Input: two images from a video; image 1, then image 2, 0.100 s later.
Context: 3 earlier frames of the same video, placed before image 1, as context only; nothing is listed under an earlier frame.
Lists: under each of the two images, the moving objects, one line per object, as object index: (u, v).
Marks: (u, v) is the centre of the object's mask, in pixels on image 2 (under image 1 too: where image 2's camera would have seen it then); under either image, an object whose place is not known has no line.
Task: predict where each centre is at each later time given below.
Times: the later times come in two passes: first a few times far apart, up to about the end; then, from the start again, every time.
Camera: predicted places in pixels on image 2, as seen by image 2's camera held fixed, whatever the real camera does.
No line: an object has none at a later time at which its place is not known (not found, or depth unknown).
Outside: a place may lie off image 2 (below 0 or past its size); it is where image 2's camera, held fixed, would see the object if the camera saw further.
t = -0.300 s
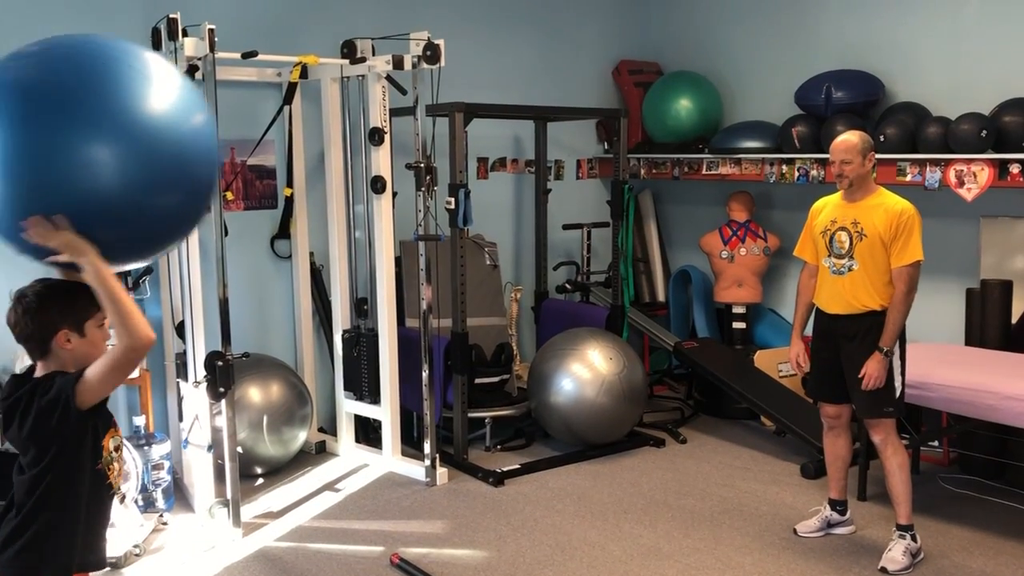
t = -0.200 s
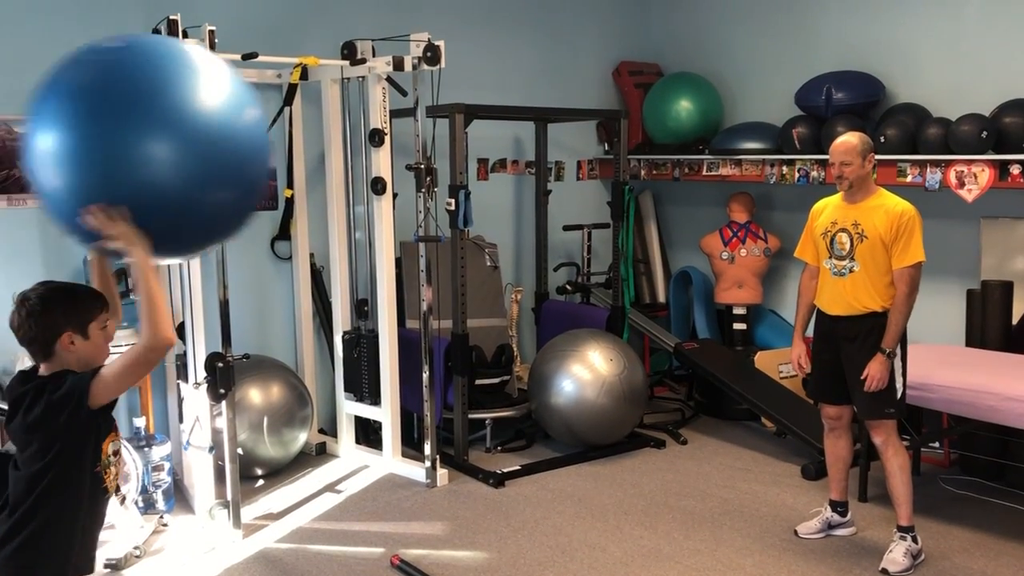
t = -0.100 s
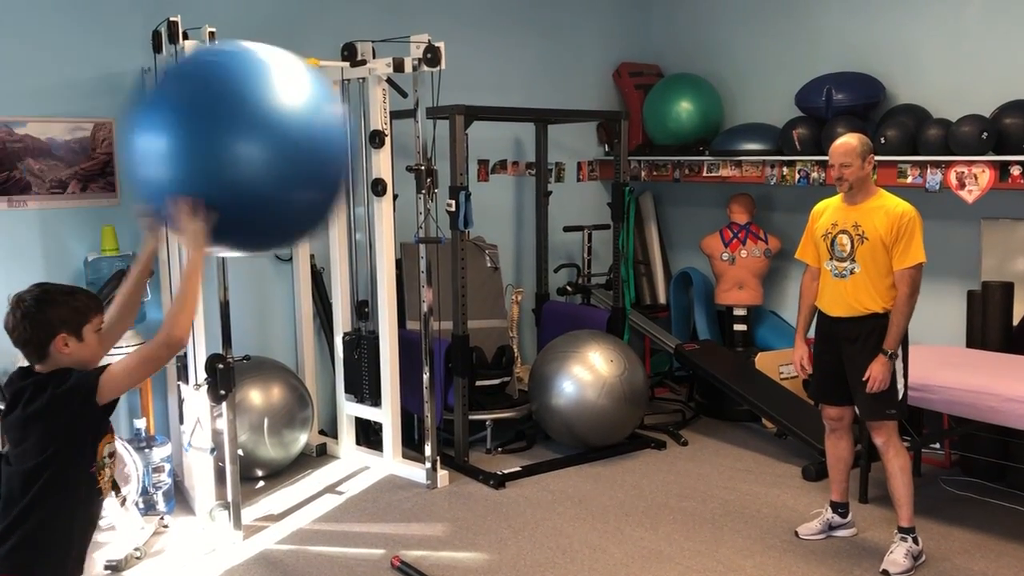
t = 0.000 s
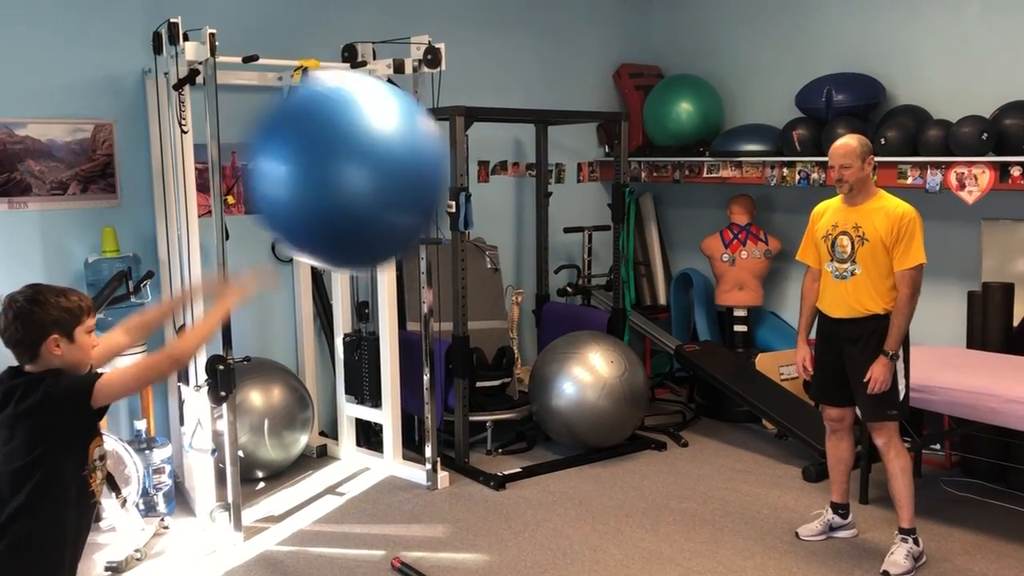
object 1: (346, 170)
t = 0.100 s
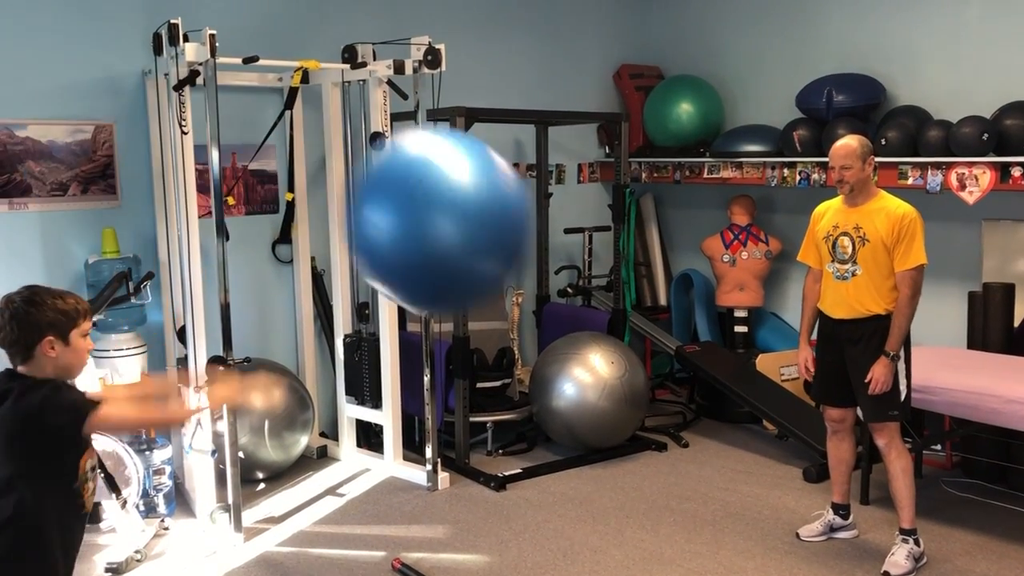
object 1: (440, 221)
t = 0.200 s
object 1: (516, 289)
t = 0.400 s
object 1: (638, 471)
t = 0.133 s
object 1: (466, 241)
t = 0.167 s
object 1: (492, 266)
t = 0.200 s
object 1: (516, 289)
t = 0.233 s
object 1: (537, 315)
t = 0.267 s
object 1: (563, 349)
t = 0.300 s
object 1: (584, 377)
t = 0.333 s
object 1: (602, 405)
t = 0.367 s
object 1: (621, 439)
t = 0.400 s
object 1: (638, 471)
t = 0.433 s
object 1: (655, 504)
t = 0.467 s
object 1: (670, 526)
